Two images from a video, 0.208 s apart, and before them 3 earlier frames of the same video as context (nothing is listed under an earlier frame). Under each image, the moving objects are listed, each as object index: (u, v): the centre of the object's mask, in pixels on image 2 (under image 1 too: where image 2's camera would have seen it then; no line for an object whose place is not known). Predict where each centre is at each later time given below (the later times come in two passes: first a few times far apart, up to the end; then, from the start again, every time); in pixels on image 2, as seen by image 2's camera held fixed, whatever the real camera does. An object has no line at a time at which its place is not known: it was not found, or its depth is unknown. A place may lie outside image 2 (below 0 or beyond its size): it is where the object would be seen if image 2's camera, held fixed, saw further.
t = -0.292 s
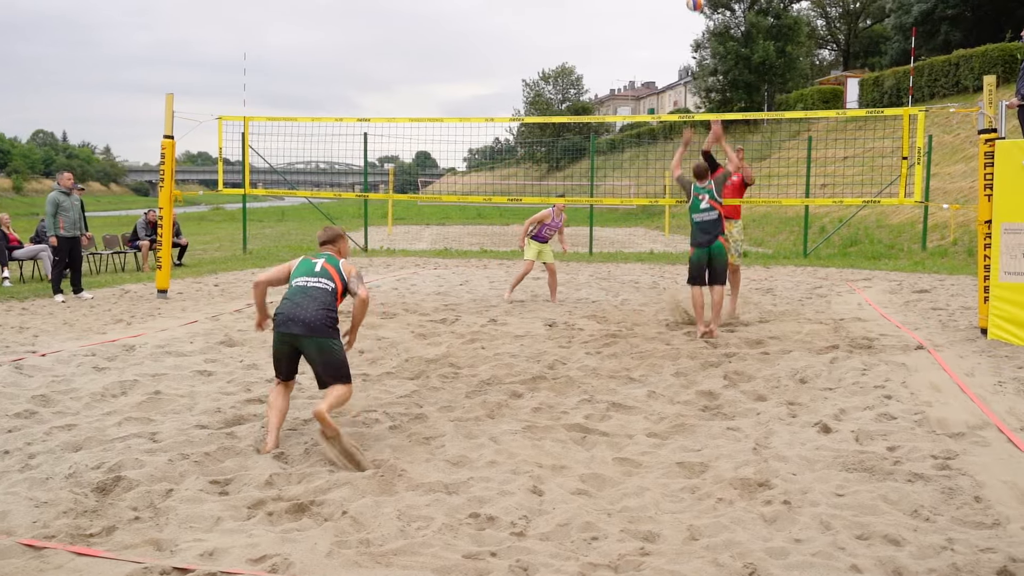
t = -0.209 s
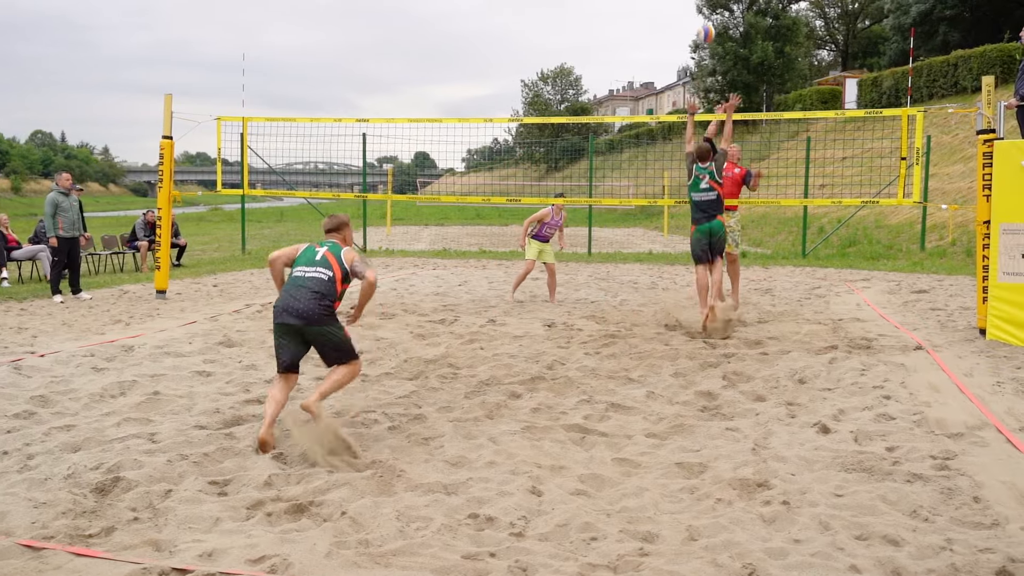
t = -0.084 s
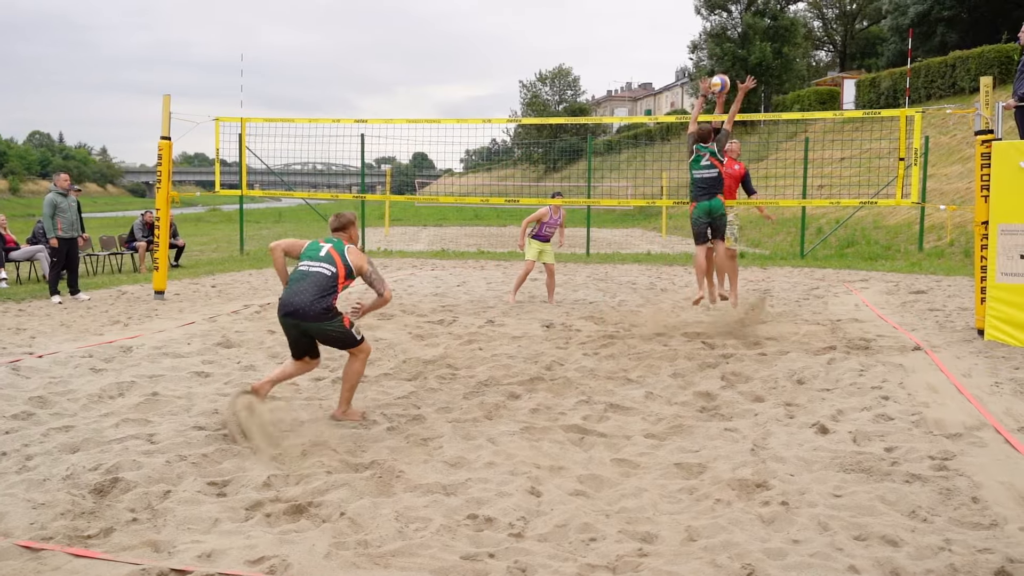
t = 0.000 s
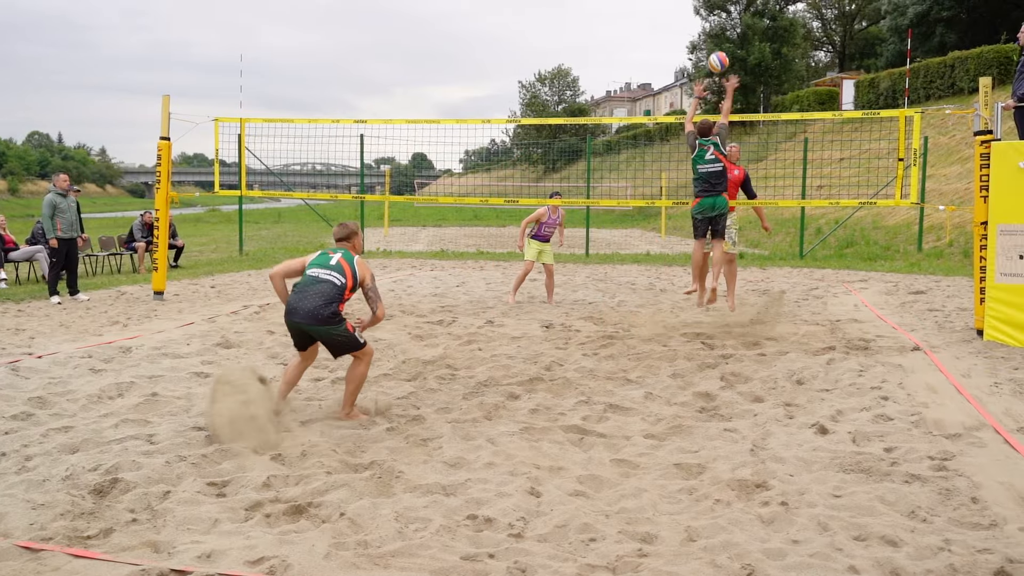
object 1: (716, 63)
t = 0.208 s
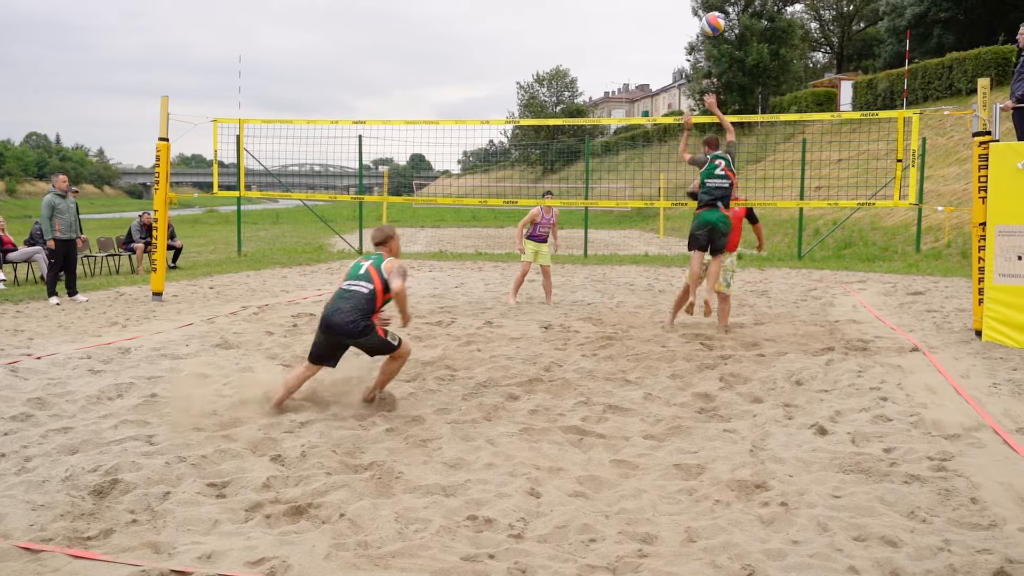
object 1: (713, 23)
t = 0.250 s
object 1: (712, 21)
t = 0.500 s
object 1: (706, 41)
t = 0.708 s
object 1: (698, 140)
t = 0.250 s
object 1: (712, 21)
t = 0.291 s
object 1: (711, 19)
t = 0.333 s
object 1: (710, 19)
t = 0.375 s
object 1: (709, 21)
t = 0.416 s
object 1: (708, 25)
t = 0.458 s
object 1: (707, 32)
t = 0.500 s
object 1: (706, 41)
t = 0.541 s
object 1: (705, 53)
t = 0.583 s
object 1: (703, 68)
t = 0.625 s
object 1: (701, 91)
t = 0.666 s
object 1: (700, 113)
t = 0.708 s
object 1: (698, 140)
